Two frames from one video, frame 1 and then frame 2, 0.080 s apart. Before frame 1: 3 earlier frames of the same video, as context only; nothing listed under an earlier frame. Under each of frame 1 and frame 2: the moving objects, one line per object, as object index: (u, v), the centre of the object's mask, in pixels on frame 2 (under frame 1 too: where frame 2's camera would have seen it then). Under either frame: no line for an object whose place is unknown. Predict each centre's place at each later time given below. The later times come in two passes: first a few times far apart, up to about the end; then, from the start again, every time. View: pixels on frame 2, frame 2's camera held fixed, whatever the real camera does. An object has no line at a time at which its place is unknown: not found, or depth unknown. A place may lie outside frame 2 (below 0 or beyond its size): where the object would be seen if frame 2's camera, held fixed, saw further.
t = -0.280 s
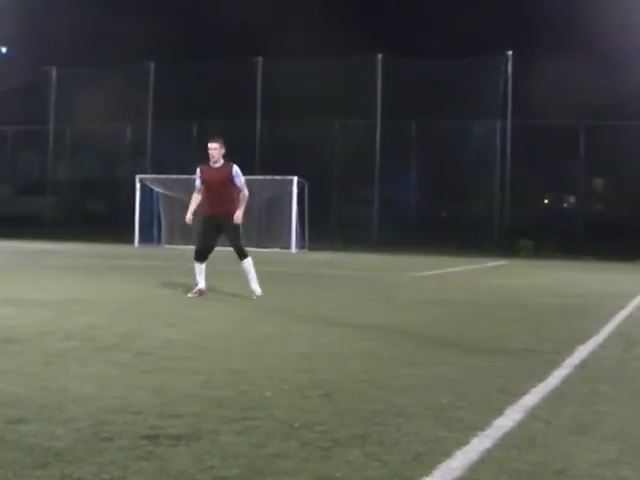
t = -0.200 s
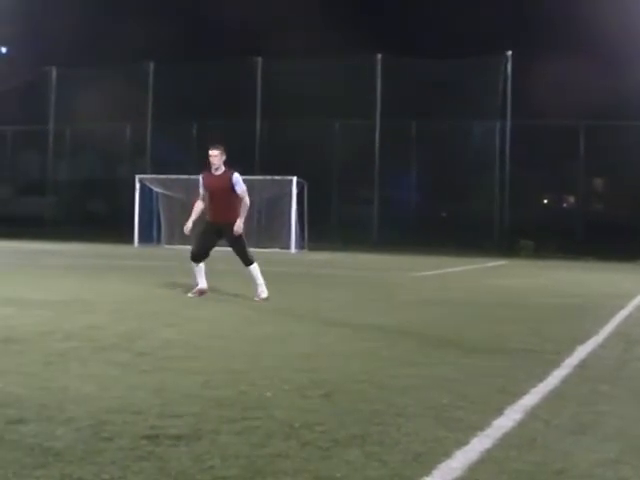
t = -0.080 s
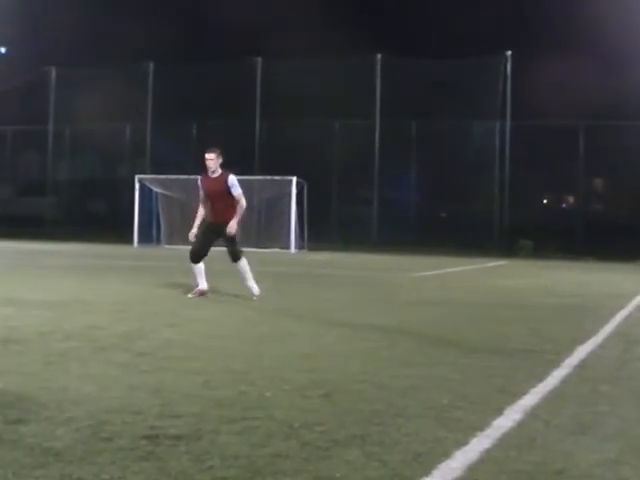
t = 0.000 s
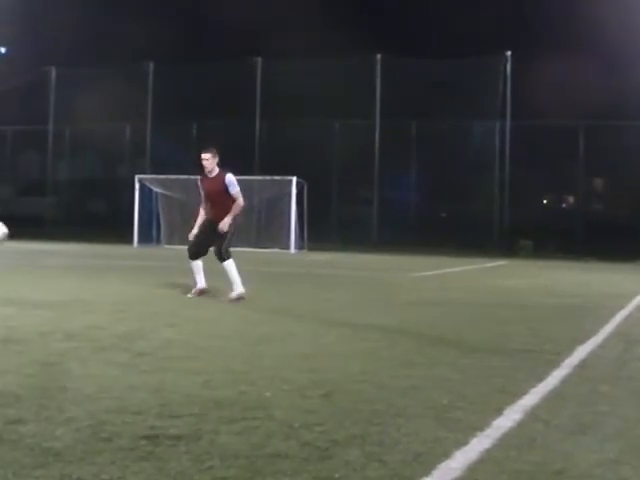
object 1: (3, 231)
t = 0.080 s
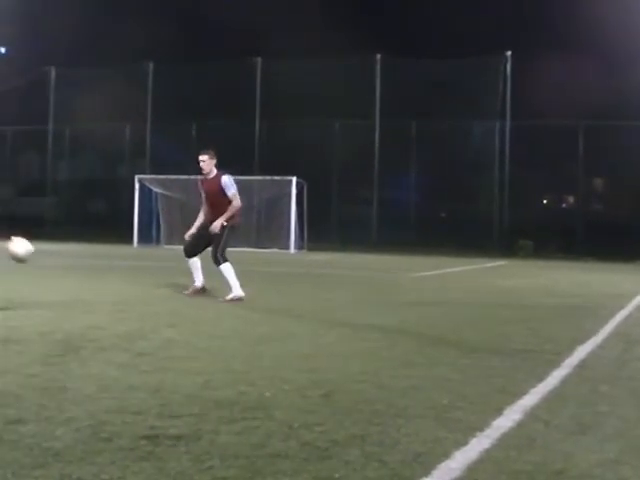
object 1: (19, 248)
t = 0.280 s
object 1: (71, 286)
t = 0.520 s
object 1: (105, 249)
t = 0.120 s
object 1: (32, 259)
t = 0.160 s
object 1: (43, 269)
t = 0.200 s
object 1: (53, 280)
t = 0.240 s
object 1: (63, 294)
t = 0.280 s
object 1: (71, 286)
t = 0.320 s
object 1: (77, 275)
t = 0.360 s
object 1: (82, 267)
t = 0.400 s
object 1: (89, 260)
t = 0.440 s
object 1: (94, 255)
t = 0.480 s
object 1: (99, 251)
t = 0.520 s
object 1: (105, 249)
